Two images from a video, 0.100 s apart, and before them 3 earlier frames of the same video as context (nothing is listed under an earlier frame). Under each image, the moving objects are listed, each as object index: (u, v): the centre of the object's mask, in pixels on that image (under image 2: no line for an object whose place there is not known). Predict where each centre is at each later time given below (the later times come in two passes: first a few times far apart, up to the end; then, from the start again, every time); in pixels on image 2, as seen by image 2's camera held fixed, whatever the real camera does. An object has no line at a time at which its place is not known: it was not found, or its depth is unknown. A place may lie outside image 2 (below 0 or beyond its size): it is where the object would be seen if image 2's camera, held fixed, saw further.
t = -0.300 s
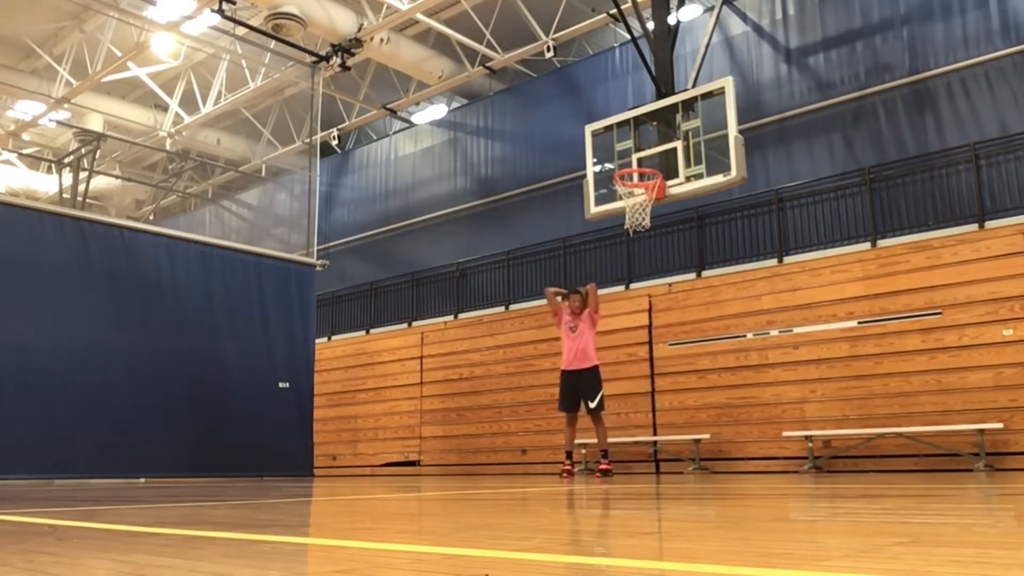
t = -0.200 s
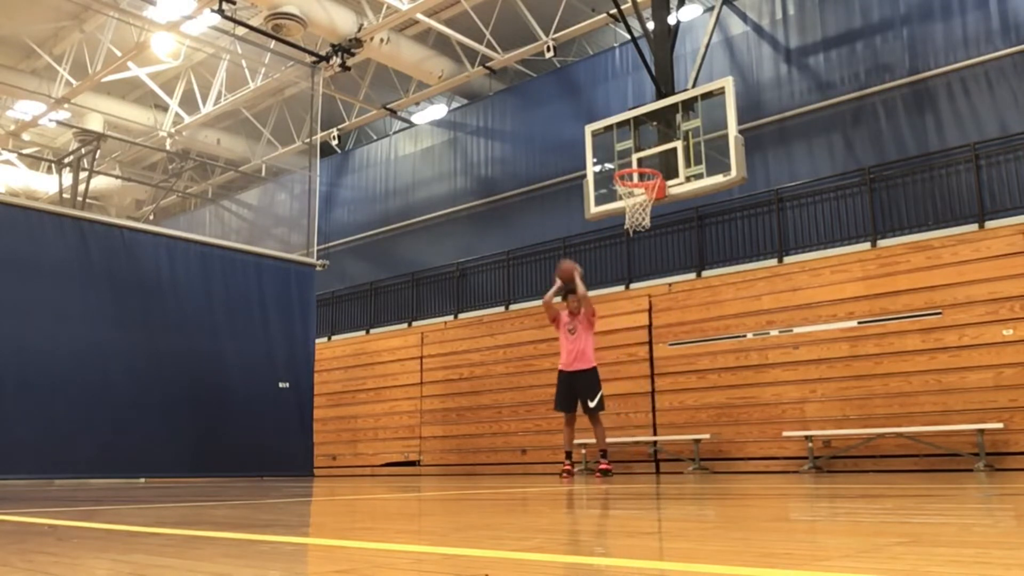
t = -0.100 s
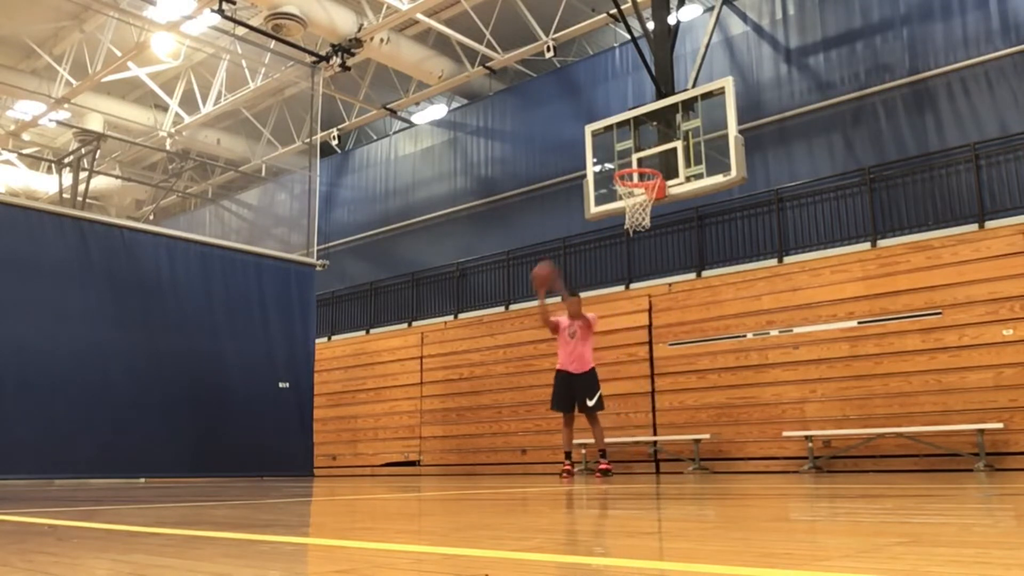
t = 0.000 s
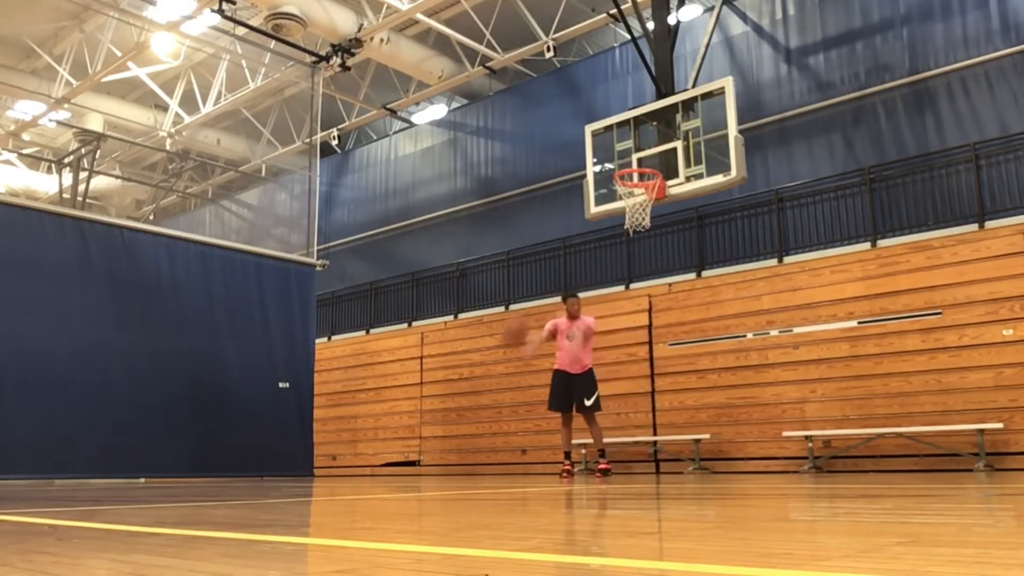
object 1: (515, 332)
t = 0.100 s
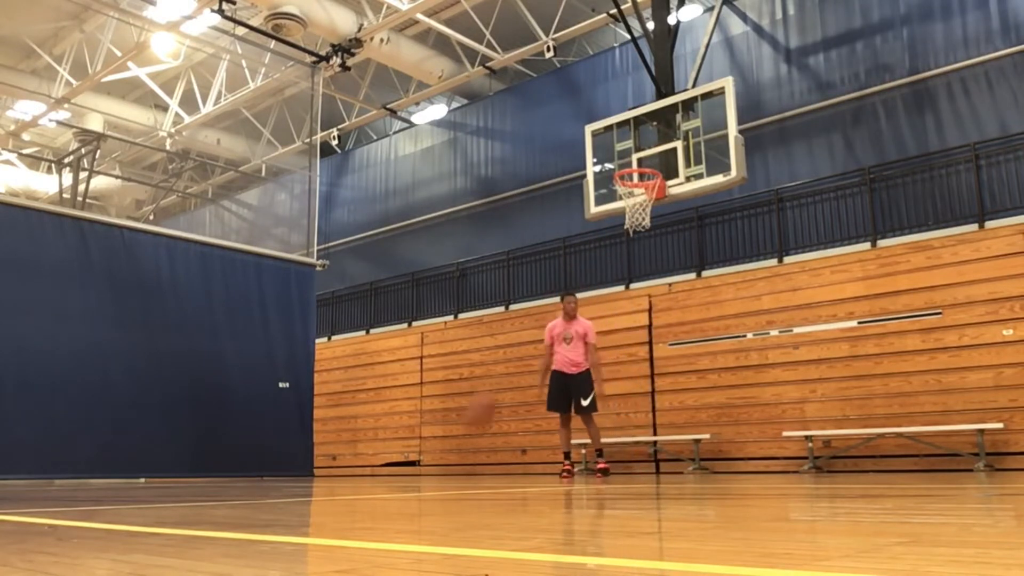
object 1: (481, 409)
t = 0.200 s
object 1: (447, 430)
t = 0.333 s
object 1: (409, 320)
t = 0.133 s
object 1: (468, 448)
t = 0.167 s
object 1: (456, 459)
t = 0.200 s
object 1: (447, 430)
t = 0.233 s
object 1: (437, 399)
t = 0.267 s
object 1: (429, 373)
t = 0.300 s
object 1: (419, 347)
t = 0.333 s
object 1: (409, 320)
